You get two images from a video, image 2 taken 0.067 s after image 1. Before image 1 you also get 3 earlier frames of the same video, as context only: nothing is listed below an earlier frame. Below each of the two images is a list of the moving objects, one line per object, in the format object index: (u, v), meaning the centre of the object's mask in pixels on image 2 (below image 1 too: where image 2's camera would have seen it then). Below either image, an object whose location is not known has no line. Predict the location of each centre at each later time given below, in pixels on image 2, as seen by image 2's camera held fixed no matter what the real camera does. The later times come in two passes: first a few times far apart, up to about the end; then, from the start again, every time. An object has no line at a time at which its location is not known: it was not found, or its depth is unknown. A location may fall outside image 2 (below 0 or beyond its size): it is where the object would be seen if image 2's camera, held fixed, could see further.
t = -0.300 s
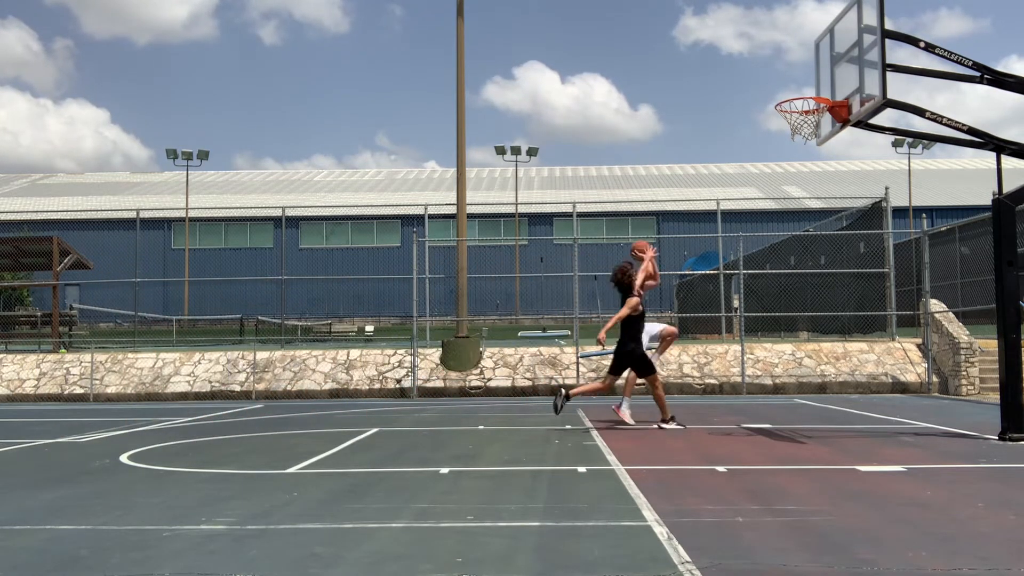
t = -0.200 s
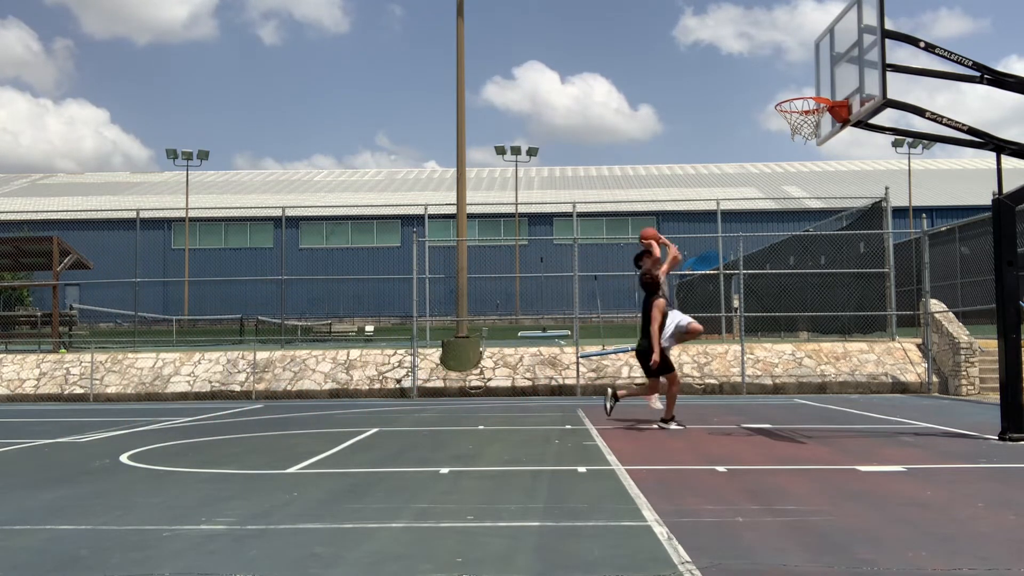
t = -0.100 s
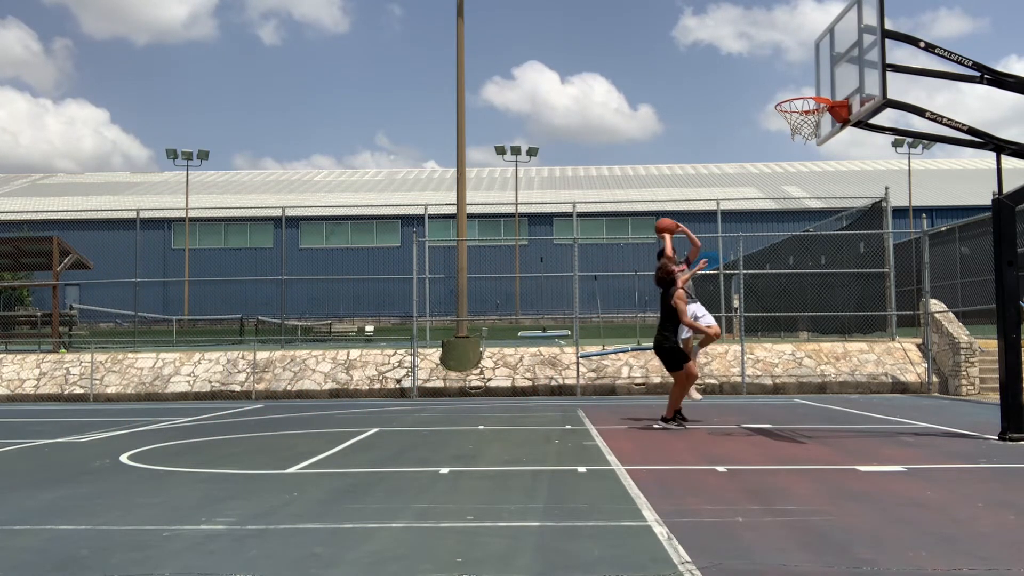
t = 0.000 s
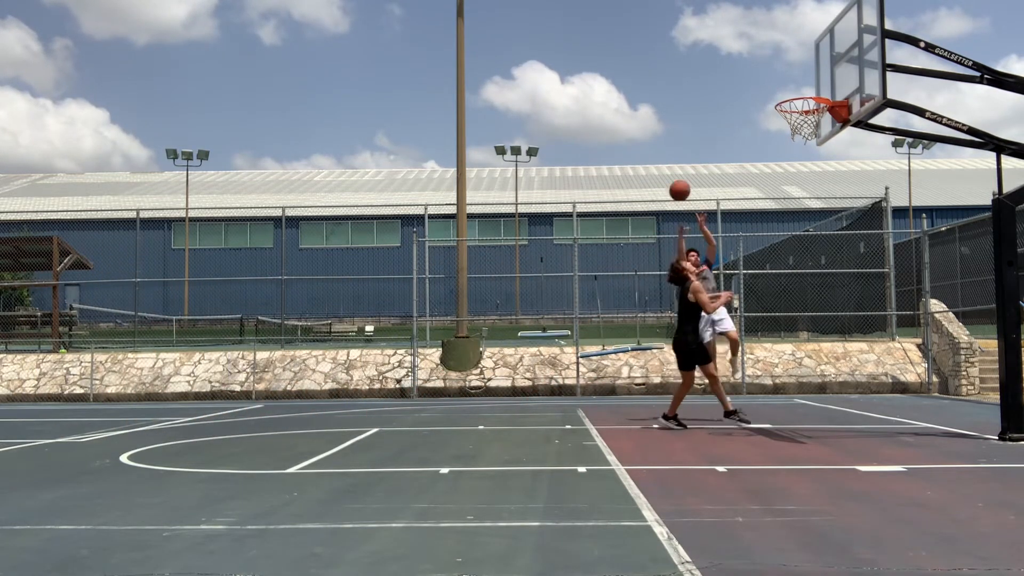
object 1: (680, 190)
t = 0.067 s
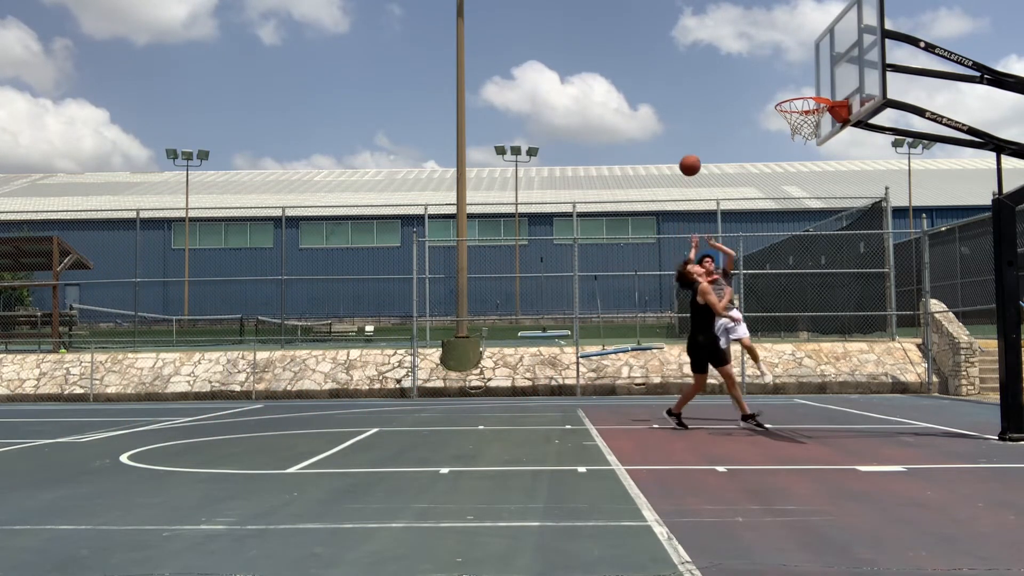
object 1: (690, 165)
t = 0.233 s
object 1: (718, 116)
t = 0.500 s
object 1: (769, 84)
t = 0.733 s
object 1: (814, 112)
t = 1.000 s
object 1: (799, 116)
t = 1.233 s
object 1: (807, 120)
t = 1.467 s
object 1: (802, 135)
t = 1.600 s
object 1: (802, 148)
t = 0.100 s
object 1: (695, 153)
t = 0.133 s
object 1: (701, 143)
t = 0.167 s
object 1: (706, 133)
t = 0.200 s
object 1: (712, 124)
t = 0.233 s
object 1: (718, 116)
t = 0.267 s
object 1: (724, 109)
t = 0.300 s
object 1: (730, 102)
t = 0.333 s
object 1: (736, 97)
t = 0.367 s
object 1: (742, 92)
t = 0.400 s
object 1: (748, 89)
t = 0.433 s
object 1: (755, 86)
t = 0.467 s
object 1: (762, 84)
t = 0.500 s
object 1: (769, 84)
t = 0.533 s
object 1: (776, 84)
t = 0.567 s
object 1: (783, 86)
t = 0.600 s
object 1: (790, 88)
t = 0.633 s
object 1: (798, 92)
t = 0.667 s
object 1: (805, 99)
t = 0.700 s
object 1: (812, 106)
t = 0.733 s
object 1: (814, 112)
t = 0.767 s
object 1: (810, 109)
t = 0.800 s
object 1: (801, 115)
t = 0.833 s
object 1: (800, 116)
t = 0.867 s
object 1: (796, 117)
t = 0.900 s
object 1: (796, 119)
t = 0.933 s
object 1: (795, 118)
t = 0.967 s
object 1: (797, 118)
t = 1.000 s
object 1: (799, 116)
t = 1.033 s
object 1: (801, 118)
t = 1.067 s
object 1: (802, 118)
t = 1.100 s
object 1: (805, 117)
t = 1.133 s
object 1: (805, 120)
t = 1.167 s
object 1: (804, 118)
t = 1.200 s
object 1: (807, 118)
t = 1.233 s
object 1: (807, 120)
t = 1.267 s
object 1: (807, 121)
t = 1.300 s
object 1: (807, 122)
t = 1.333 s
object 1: (808, 124)
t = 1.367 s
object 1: (805, 125)
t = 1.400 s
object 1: (803, 128)
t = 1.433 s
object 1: (803, 132)
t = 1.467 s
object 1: (802, 135)
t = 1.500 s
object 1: (802, 135)
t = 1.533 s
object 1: (802, 137)
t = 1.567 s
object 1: (802, 141)
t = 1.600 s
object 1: (802, 148)
